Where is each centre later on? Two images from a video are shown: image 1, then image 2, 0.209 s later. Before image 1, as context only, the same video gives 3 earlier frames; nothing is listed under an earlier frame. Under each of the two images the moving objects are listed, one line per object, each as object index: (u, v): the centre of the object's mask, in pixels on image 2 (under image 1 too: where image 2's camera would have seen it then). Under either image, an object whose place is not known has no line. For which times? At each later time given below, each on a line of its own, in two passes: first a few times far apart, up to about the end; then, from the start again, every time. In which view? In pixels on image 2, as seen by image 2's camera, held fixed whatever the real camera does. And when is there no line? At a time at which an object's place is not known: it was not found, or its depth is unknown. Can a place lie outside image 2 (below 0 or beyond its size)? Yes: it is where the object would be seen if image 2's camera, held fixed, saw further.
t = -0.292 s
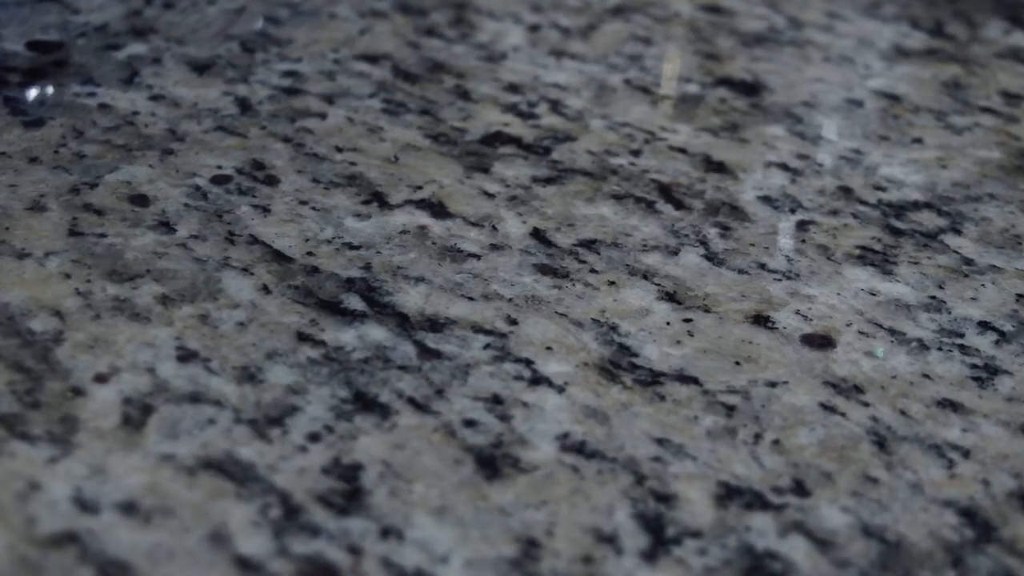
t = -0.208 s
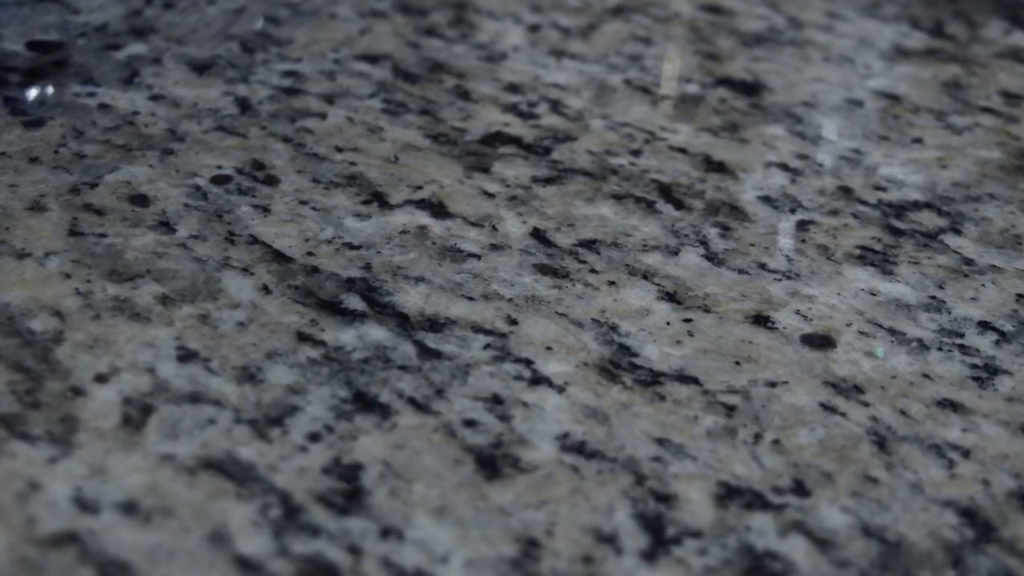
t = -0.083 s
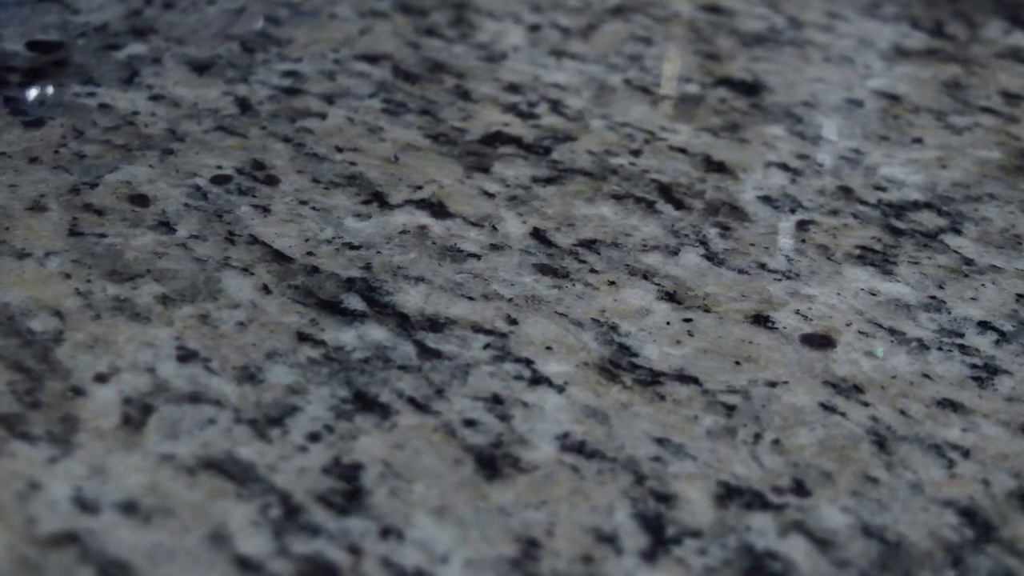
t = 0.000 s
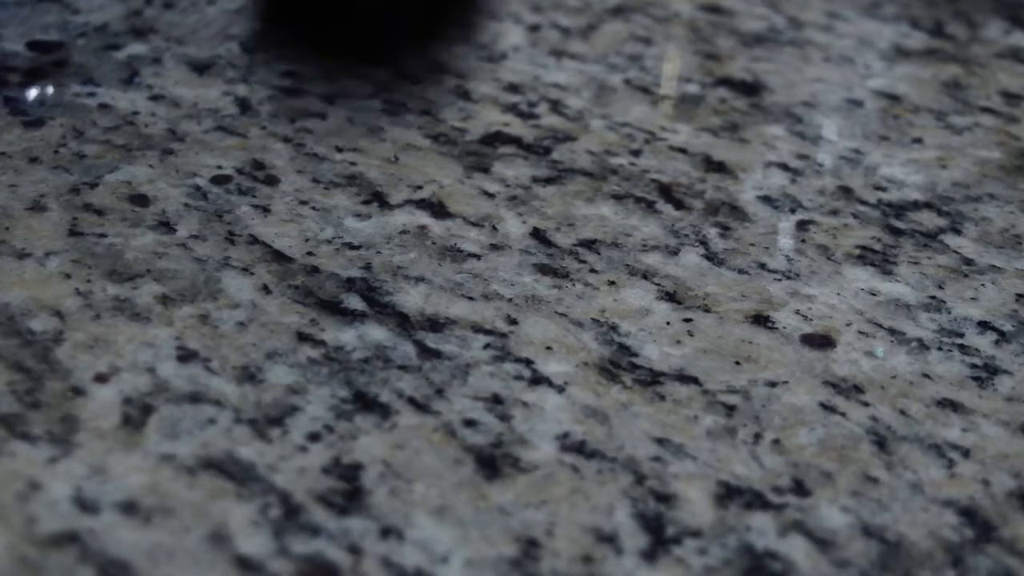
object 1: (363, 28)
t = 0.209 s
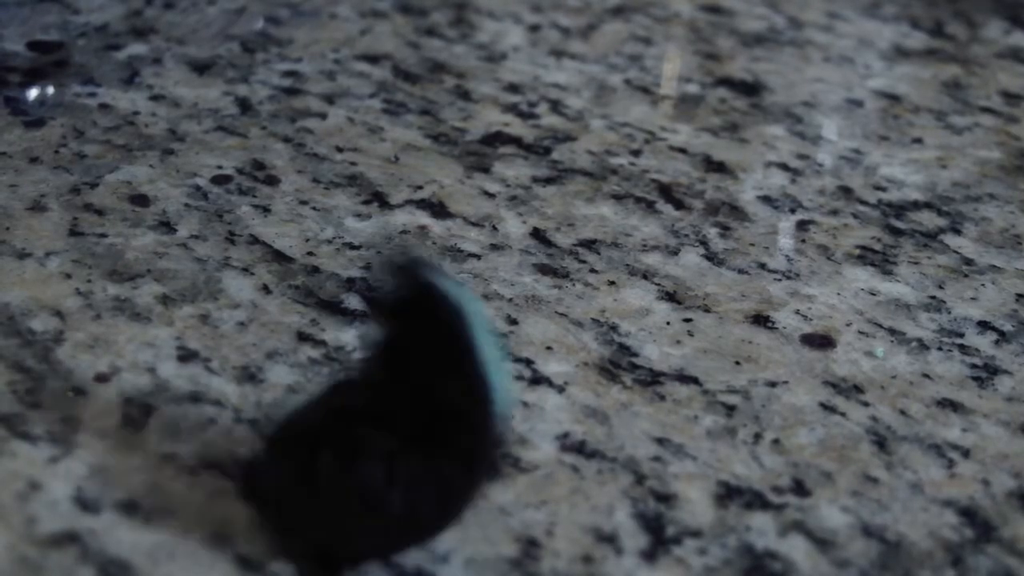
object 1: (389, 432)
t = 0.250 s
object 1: (403, 435)
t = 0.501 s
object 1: (524, 361)
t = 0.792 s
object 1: (671, 337)
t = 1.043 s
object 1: (761, 358)
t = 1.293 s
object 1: (820, 347)
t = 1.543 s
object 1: (846, 340)
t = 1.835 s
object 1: (849, 339)
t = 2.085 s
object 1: (848, 340)
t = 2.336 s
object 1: (843, 345)
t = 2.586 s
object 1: (832, 364)
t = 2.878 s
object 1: (823, 425)
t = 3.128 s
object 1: (827, 458)
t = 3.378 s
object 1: (829, 471)
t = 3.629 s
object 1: (830, 474)
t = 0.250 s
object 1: (403, 435)
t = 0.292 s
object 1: (425, 430)
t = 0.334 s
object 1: (447, 418)
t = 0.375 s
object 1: (463, 407)
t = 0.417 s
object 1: (479, 389)
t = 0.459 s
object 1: (500, 374)
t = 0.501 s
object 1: (524, 361)
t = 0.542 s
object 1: (546, 355)
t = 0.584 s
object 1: (570, 344)
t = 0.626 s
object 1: (594, 335)
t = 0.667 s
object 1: (614, 332)
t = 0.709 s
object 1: (634, 333)
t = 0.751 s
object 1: (653, 334)
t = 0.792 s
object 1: (671, 337)
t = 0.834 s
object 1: (688, 344)
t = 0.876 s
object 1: (704, 354)
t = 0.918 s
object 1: (720, 365)
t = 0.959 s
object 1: (735, 362)
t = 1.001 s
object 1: (749, 359)
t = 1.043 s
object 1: (761, 358)
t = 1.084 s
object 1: (774, 356)
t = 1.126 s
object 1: (784, 354)
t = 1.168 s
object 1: (795, 352)
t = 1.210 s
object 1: (805, 350)
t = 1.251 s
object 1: (812, 349)
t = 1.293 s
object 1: (820, 347)
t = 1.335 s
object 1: (828, 345)
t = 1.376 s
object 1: (833, 344)
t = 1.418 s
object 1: (838, 343)
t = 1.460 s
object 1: (842, 342)
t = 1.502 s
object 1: (844, 342)
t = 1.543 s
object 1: (846, 340)
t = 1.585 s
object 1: (848, 340)
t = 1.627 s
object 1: (849, 339)
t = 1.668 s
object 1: (849, 339)
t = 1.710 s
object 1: (849, 338)
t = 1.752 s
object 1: (849, 338)
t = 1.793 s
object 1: (849, 338)
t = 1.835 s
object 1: (849, 339)
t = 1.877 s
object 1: (849, 338)
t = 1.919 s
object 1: (849, 339)
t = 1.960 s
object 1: (849, 339)
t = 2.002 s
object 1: (849, 339)
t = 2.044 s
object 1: (848, 339)
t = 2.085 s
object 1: (848, 340)
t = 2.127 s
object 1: (847, 339)
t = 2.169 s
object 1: (847, 341)
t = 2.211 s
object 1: (846, 341)
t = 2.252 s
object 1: (844, 343)
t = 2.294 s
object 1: (844, 344)
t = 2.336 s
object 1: (843, 345)
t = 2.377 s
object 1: (842, 347)
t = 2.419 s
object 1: (841, 349)
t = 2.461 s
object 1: (839, 351)
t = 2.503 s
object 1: (837, 355)
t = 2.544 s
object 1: (836, 358)
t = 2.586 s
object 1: (832, 364)
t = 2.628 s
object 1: (830, 370)
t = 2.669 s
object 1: (829, 377)
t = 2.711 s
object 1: (820, 402)
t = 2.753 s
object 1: (819, 412)
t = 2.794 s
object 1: (819, 421)
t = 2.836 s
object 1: (821, 426)
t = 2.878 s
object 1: (823, 425)
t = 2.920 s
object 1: (825, 426)
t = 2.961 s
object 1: (826, 429)
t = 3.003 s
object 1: (827, 435)
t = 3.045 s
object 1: (828, 443)
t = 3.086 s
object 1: (827, 451)
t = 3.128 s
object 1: (827, 458)
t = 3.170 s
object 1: (827, 462)
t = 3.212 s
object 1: (828, 463)
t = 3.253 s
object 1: (828, 465)
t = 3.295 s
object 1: (828, 467)
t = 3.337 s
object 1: (829, 469)
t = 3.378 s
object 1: (829, 471)
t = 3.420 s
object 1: (830, 471)
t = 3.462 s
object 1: (831, 471)
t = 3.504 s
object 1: (831, 472)
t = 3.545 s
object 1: (830, 474)
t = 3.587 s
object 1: (830, 474)
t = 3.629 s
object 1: (830, 474)
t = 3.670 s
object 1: (830, 474)
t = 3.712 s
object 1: (830, 474)
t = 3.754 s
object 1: (830, 474)
